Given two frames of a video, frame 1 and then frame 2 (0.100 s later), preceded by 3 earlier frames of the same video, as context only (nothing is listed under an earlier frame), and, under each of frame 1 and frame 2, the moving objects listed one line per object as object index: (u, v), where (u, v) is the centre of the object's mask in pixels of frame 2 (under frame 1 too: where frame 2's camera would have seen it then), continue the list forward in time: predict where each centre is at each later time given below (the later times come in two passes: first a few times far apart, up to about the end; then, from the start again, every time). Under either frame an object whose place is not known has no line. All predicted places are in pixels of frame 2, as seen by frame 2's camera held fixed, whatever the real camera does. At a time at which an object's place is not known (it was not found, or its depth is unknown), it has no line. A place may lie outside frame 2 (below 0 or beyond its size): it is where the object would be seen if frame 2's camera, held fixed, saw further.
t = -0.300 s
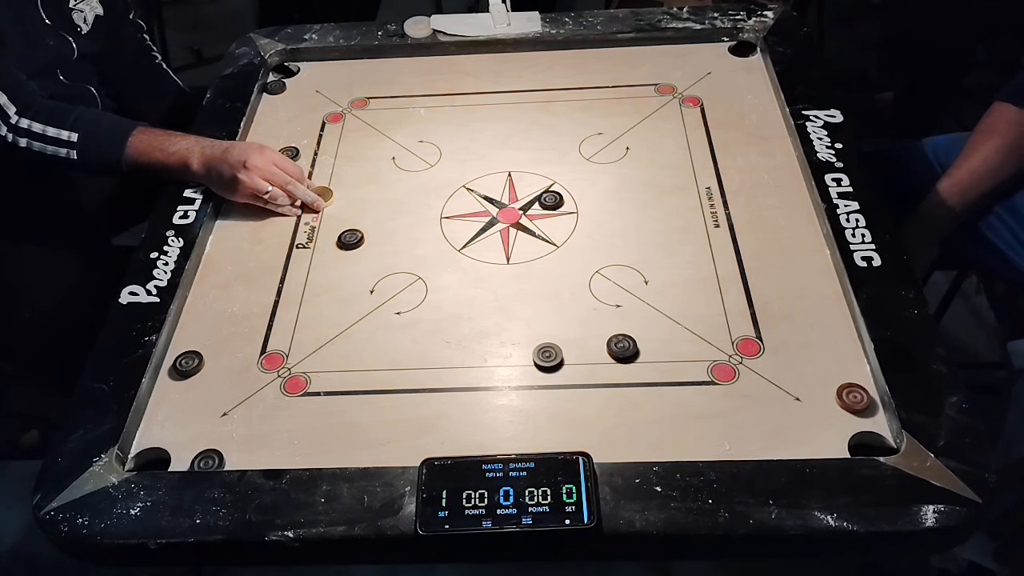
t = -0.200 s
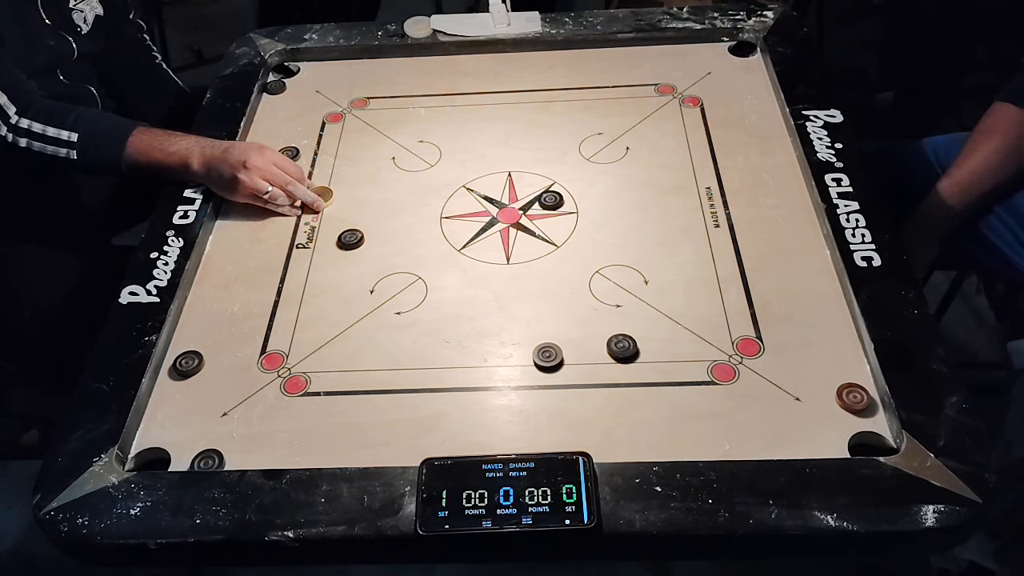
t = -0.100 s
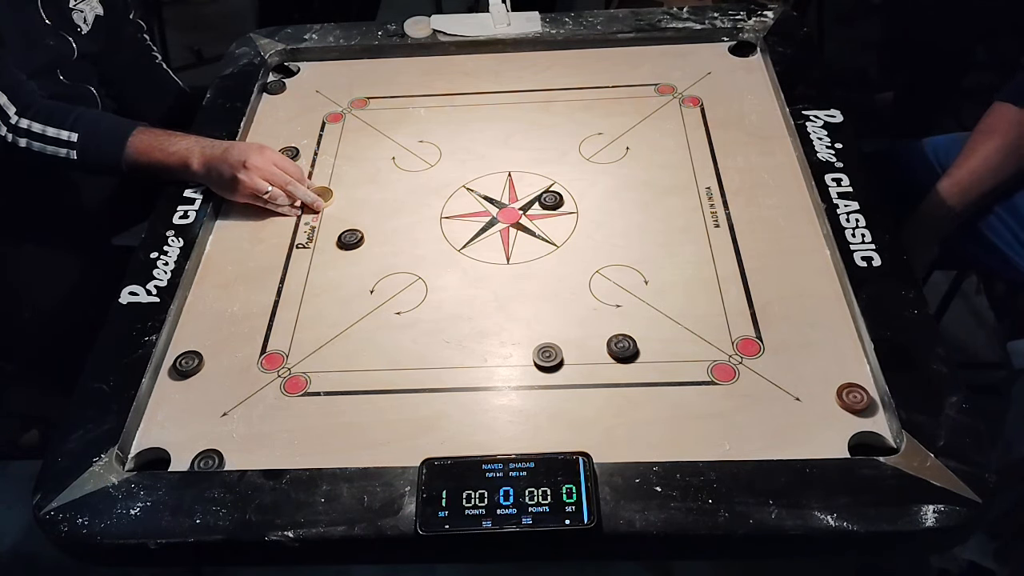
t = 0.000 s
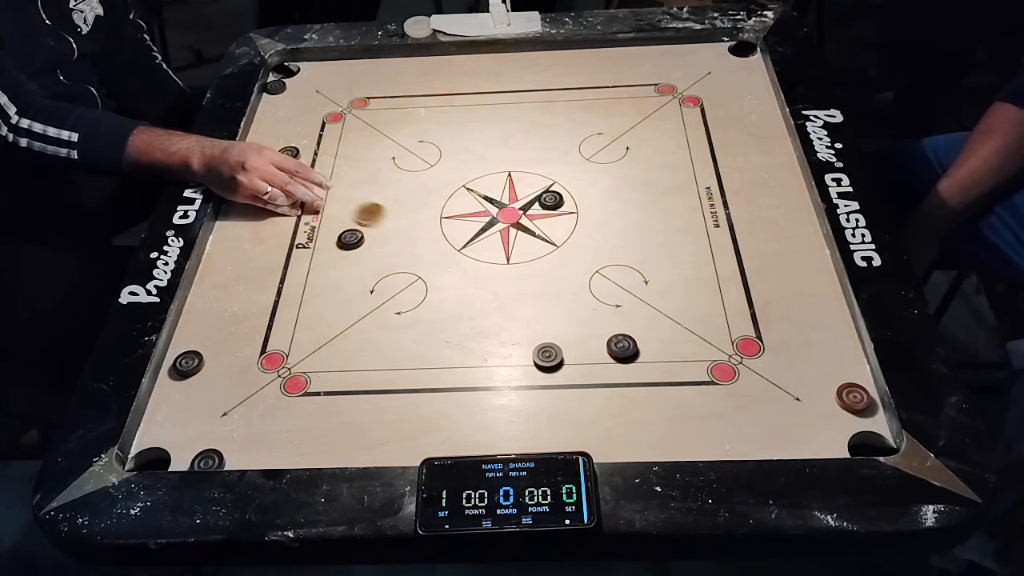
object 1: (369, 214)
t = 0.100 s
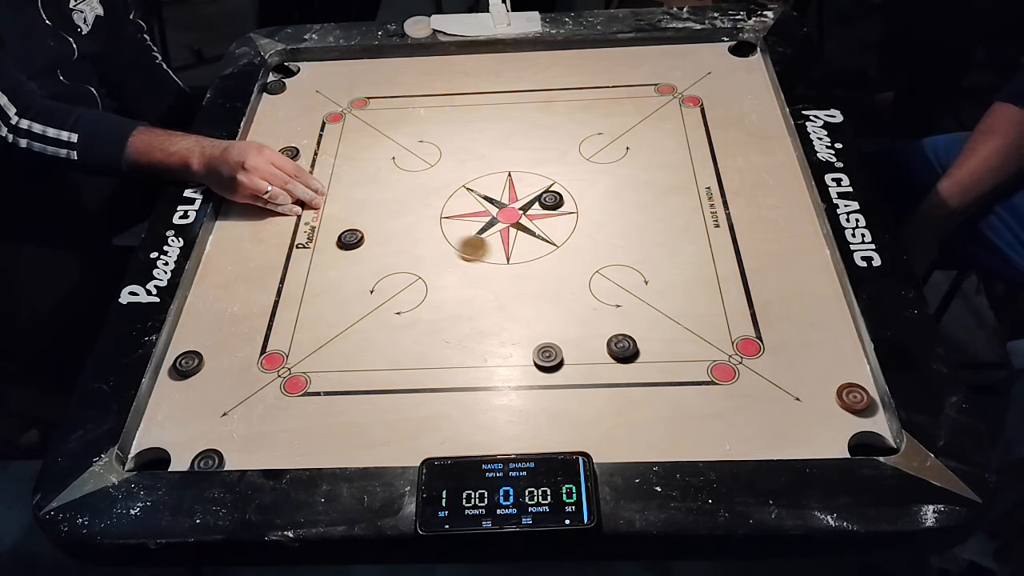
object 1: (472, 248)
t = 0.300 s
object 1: (678, 313)
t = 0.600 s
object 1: (791, 378)
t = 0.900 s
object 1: (727, 385)
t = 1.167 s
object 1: (726, 385)
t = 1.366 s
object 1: (726, 385)
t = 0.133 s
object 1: (507, 260)
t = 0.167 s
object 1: (541, 271)
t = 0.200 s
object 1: (575, 281)
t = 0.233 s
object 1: (610, 292)
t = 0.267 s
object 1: (644, 303)
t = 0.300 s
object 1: (678, 313)
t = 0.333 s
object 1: (711, 323)
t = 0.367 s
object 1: (744, 334)
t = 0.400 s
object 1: (776, 344)
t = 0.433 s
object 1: (806, 354)
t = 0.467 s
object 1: (835, 363)
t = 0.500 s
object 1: (842, 368)
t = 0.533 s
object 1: (824, 373)
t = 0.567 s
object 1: (807, 376)
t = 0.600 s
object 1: (791, 378)
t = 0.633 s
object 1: (778, 380)
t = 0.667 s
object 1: (766, 382)
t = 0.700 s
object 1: (755, 383)
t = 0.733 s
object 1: (747, 384)
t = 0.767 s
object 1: (740, 385)
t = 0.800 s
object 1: (735, 386)
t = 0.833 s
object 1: (731, 386)
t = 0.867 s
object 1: (728, 385)
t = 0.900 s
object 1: (727, 385)
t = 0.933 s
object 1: (726, 384)
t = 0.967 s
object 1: (726, 384)
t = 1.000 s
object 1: (726, 384)
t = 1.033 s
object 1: (726, 385)
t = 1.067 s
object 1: (726, 384)
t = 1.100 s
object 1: (726, 385)
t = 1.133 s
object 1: (726, 385)
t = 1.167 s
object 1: (726, 385)
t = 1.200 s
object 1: (726, 384)
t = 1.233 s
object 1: (726, 385)
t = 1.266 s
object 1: (726, 385)
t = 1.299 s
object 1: (726, 385)
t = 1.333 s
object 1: (726, 385)
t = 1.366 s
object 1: (726, 385)
